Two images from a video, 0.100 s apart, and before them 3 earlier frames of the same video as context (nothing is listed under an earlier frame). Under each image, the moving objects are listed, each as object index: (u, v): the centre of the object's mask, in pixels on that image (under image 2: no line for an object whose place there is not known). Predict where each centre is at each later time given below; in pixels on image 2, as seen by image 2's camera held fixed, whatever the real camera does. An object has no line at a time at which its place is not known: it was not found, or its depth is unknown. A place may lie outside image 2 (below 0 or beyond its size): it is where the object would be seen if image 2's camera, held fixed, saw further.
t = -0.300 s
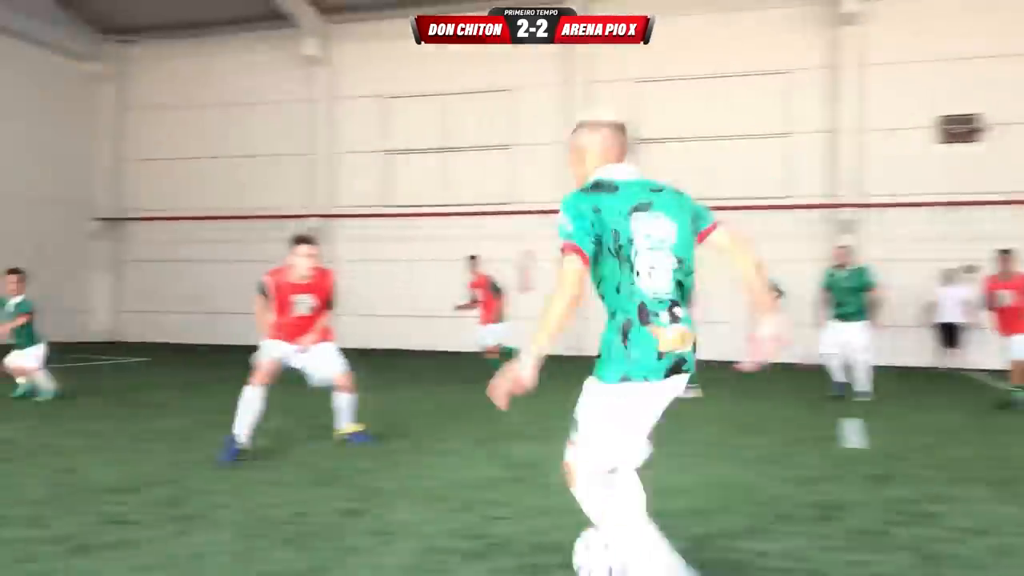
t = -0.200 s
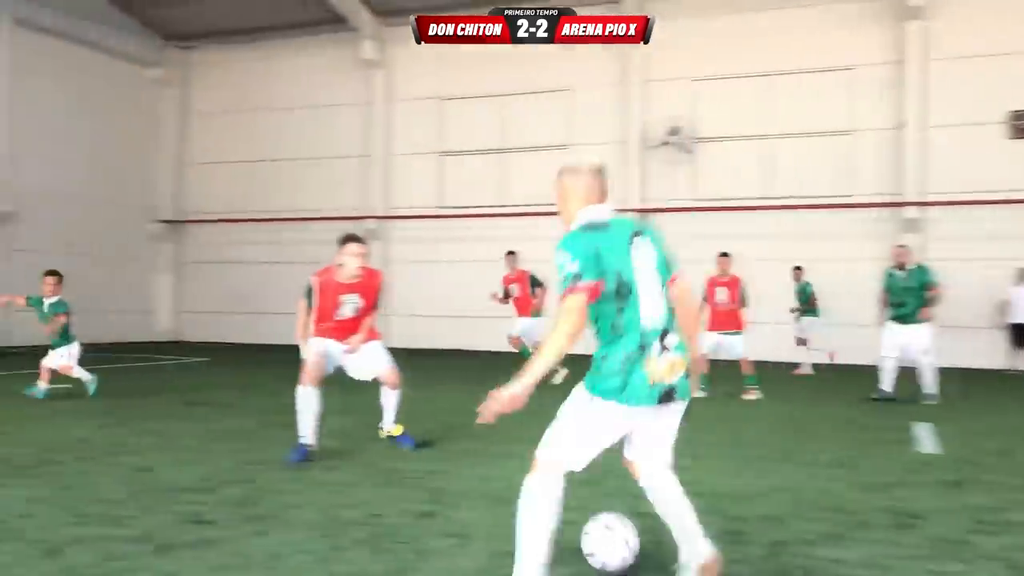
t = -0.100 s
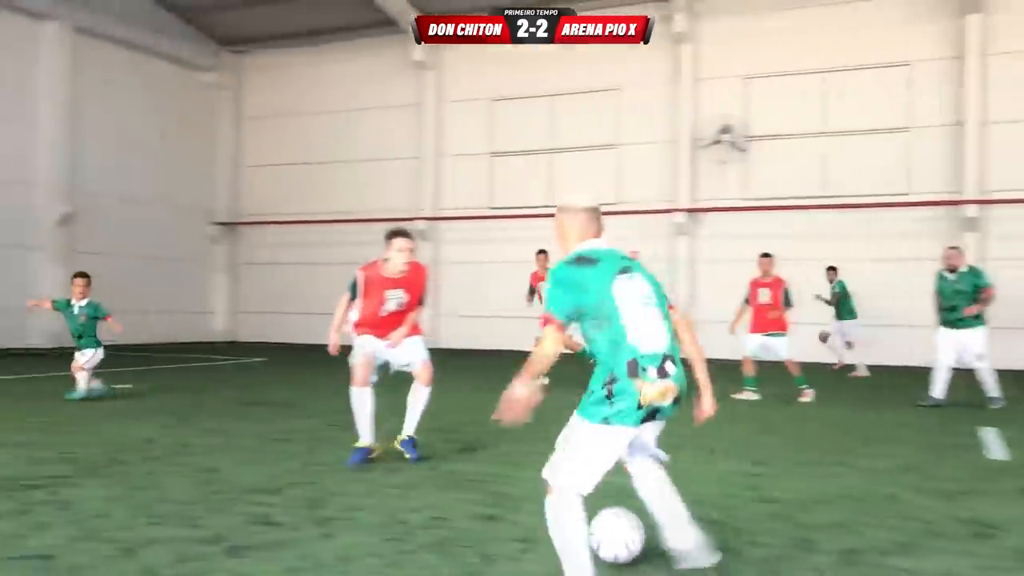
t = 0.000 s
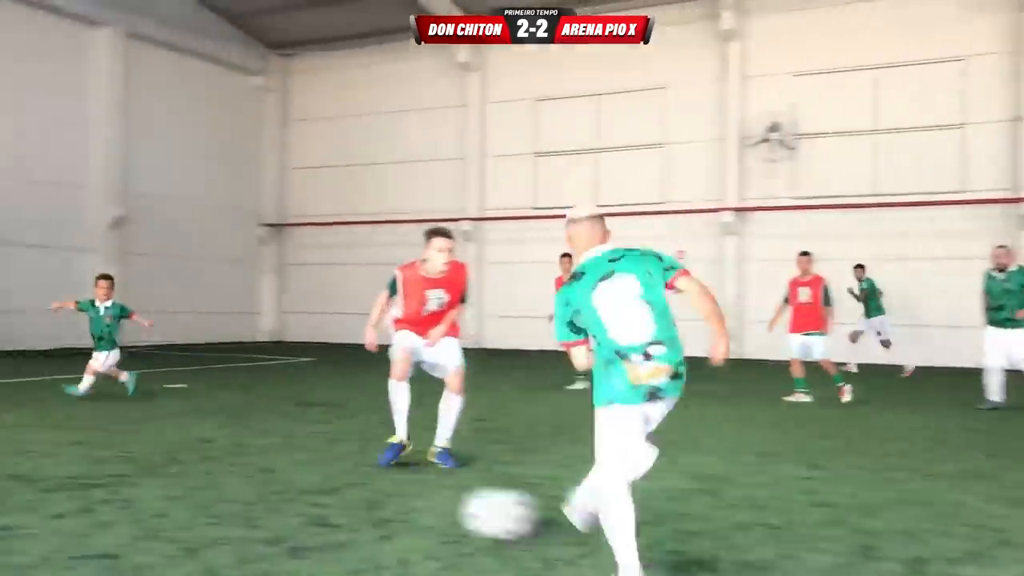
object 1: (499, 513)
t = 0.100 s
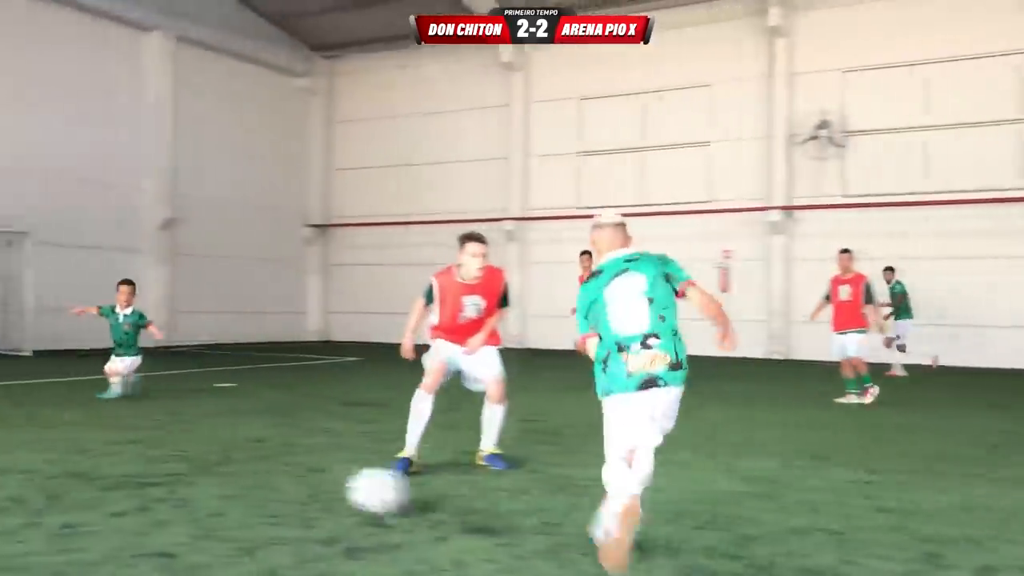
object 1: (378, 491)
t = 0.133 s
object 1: (327, 486)
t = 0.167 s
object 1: (283, 483)
